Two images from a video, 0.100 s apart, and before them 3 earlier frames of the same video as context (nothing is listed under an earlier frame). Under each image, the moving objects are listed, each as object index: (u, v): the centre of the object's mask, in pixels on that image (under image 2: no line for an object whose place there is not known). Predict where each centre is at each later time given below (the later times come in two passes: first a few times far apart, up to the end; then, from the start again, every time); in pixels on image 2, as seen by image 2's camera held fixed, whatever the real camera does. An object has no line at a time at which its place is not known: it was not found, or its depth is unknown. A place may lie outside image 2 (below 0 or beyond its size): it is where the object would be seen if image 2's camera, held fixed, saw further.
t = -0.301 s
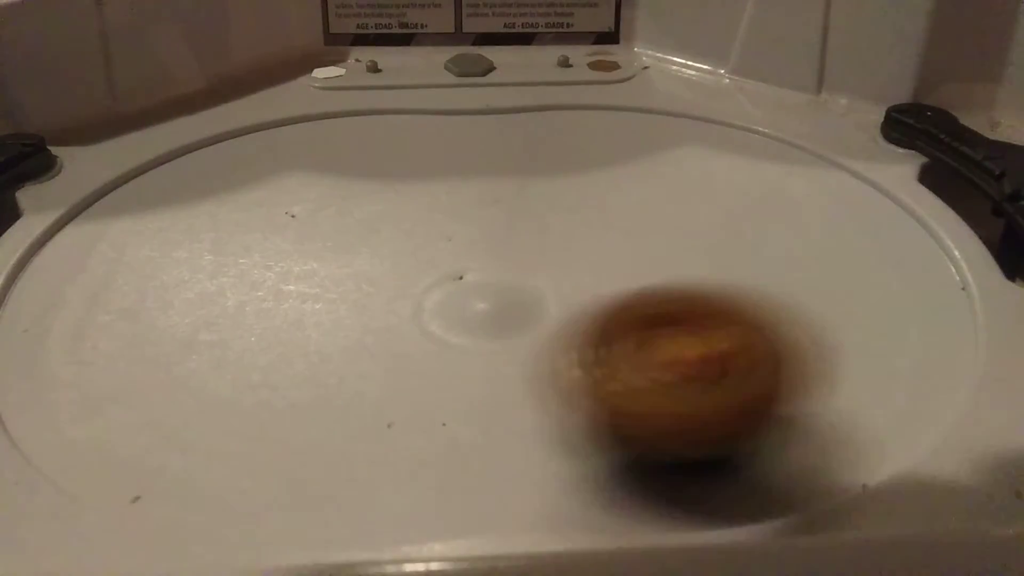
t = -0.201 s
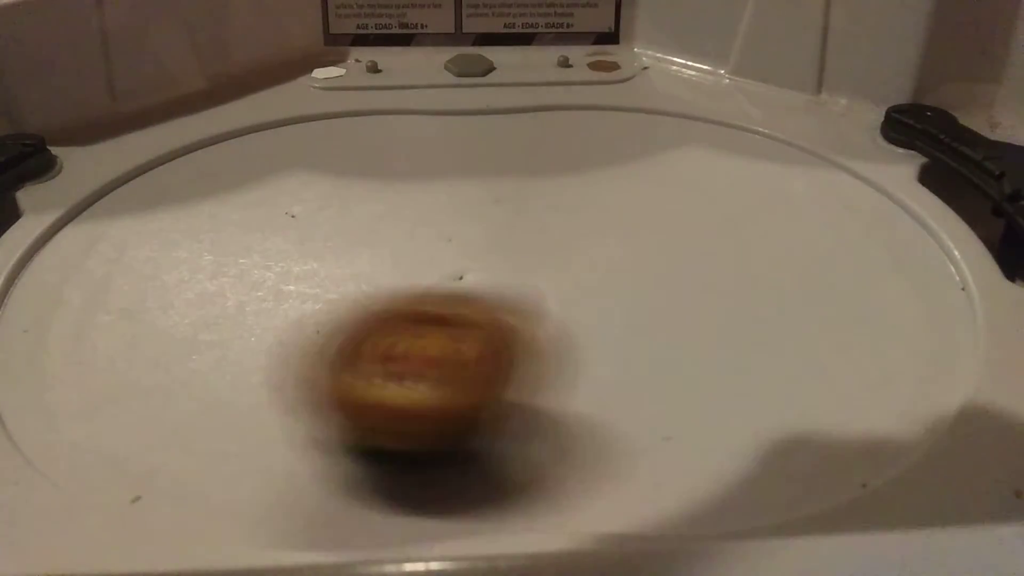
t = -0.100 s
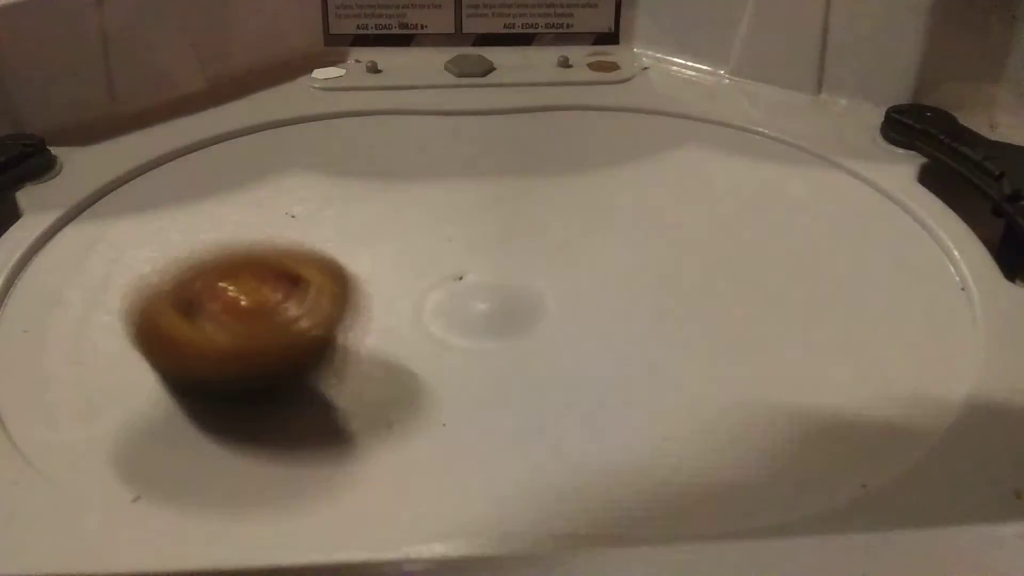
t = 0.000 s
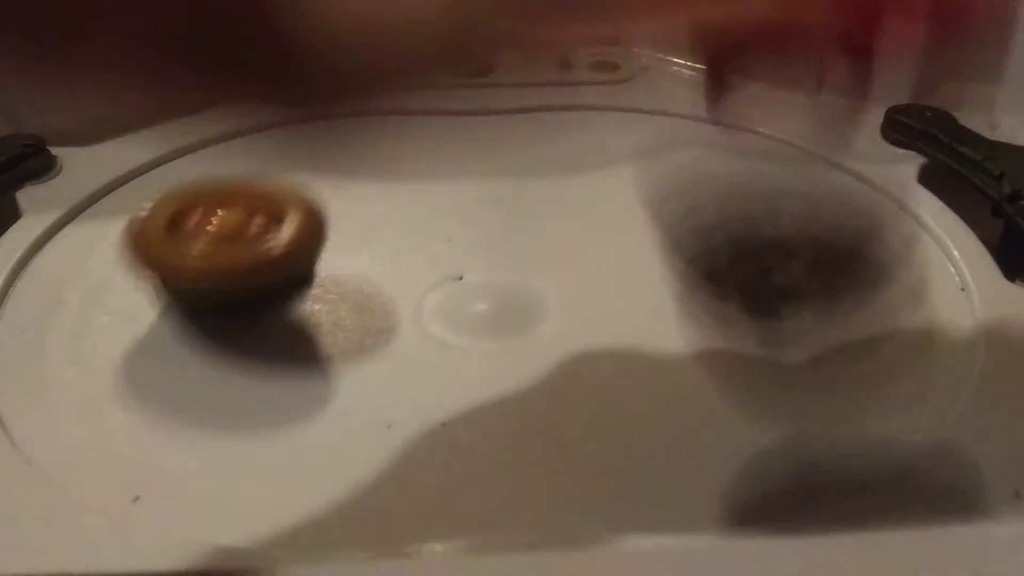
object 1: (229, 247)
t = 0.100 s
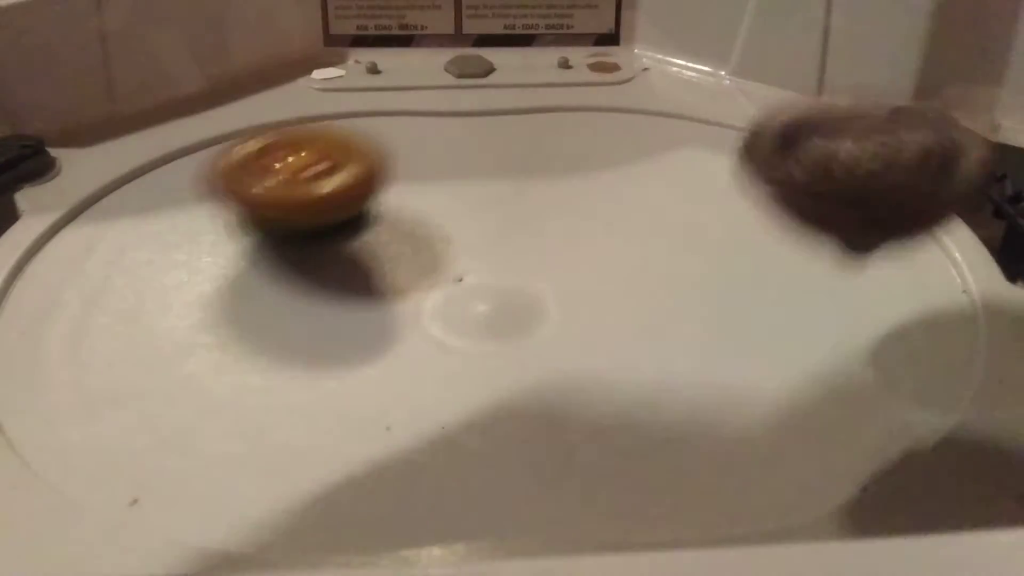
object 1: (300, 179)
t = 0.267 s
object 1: (487, 141)
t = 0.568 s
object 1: (643, 213)
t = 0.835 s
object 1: (508, 301)
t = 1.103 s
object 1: (346, 261)
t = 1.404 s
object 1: (320, 183)
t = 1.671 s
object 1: (470, 202)
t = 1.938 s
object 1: (411, 240)
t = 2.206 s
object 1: (327, 229)
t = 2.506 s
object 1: (443, 239)
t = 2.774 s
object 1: (383, 297)
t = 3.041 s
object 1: (384, 250)
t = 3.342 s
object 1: (452, 273)
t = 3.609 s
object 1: (452, 277)
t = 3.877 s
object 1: (386, 265)
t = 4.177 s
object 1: (358, 266)
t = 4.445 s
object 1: (384, 294)
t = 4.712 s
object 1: (410, 305)
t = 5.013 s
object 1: (479, 290)
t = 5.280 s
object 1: (550, 299)
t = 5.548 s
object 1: (620, 288)
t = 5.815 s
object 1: (656, 283)
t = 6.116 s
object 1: (596, 259)
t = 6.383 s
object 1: (526, 229)
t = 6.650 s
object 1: (441, 220)
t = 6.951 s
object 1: (422, 238)
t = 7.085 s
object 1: (431, 258)
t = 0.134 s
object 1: (334, 166)
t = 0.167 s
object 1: (370, 155)
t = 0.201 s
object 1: (407, 148)
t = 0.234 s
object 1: (448, 143)
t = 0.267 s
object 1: (487, 141)
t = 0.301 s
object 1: (529, 145)
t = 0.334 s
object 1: (574, 144)
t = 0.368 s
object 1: (612, 148)
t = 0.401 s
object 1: (611, 151)
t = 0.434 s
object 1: (611, 162)
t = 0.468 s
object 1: (617, 173)
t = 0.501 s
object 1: (627, 185)
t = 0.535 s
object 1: (638, 198)
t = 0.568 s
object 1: (643, 213)
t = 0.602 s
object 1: (644, 227)
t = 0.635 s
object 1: (641, 242)
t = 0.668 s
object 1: (632, 257)
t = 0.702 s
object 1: (618, 270)
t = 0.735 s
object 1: (598, 282)
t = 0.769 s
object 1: (574, 292)
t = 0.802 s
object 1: (542, 298)
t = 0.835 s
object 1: (508, 301)
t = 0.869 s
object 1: (471, 301)
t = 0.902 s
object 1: (436, 300)
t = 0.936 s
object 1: (405, 297)
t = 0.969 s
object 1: (381, 291)
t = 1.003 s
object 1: (365, 283)
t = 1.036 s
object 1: (354, 275)
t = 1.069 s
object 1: (348, 267)
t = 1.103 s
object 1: (346, 261)
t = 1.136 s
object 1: (345, 249)
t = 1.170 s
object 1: (349, 244)
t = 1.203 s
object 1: (336, 235)
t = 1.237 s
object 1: (310, 228)
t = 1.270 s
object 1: (297, 219)
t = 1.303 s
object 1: (295, 209)
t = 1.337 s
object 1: (299, 201)
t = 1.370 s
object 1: (308, 192)
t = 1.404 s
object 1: (320, 183)
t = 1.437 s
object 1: (334, 180)
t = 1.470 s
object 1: (352, 177)
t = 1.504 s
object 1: (370, 176)
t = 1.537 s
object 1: (390, 176)
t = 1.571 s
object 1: (409, 179)
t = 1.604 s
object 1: (430, 184)
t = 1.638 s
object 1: (451, 192)
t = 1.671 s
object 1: (470, 202)
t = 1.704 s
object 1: (486, 214)
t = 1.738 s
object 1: (496, 224)
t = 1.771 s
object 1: (496, 229)
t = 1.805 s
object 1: (489, 230)
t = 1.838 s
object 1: (473, 230)
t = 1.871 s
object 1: (448, 230)
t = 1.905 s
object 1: (424, 237)
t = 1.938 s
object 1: (411, 240)
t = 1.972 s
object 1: (406, 243)
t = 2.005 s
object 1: (390, 243)
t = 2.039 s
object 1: (367, 246)
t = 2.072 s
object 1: (352, 245)
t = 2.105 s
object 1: (342, 242)
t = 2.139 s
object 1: (333, 238)
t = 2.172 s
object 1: (327, 233)
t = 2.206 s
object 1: (327, 229)
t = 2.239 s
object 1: (330, 225)
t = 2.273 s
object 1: (336, 221)
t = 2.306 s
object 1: (345, 220)
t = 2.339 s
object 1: (359, 218)
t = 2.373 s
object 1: (376, 218)
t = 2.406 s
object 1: (396, 221)
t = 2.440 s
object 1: (415, 226)
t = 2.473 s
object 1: (433, 232)
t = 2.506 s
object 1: (443, 239)
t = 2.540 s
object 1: (443, 250)
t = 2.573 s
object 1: (438, 265)
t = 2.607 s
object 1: (435, 282)
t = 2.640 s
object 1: (432, 292)
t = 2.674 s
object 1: (425, 296)
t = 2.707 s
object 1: (413, 297)
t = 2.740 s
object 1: (397, 298)
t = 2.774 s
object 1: (383, 297)
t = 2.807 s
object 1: (370, 295)
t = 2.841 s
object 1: (354, 289)
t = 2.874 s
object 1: (344, 286)
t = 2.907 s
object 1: (342, 280)
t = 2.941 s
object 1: (347, 272)
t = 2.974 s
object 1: (358, 262)
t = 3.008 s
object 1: (372, 258)
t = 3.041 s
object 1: (384, 250)
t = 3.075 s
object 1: (399, 245)
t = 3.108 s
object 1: (416, 242)
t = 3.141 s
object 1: (430, 242)
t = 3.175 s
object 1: (434, 244)
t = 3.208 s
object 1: (430, 253)
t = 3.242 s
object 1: (427, 265)
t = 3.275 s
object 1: (433, 270)
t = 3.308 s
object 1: (442, 270)
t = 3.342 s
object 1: (452, 273)
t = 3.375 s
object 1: (453, 272)
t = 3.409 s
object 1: (450, 276)
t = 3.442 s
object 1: (445, 276)
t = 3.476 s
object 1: (442, 272)
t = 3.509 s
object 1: (440, 268)
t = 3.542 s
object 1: (442, 267)
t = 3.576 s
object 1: (447, 272)
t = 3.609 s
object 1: (452, 277)
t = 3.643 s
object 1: (452, 282)
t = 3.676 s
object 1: (450, 280)
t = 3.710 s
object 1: (441, 274)
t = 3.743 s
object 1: (425, 273)
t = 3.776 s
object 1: (413, 271)
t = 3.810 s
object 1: (406, 268)
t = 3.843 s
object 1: (398, 265)
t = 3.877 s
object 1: (386, 265)
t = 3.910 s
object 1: (378, 264)
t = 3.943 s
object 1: (373, 263)
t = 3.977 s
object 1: (367, 261)
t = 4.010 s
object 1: (364, 261)
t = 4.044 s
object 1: (363, 264)
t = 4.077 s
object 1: (361, 265)
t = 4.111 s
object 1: (358, 266)
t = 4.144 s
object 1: (357, 267)
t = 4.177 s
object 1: (358, 266)
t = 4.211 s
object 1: (361, 268)
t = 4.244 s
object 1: (363, 271)
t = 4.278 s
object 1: (365, 273)
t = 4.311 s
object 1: (370, 275)
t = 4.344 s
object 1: (373, 280)
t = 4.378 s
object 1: (377, 283)
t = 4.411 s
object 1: (381, 289)
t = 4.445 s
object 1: (384, 294)
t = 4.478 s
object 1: (386, 298)
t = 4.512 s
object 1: (387, 301)
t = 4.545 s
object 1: (388, 304)
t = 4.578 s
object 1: (392, 303)
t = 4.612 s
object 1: (397, 303)
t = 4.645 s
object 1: (401, 302)
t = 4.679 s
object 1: (406, 303)
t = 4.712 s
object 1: (410, 305)
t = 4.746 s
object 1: (414, 306)
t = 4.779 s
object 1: (419, 307)
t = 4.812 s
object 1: (425, 307)
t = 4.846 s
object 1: (432, 304)
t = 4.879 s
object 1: (442, 301)
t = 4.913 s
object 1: (451, 300)
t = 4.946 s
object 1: (460, 298)
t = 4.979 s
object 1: (469, 294)
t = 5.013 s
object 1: (479, 290)
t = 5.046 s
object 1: (492, 291)
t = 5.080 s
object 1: (504, 296)
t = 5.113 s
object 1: (514, 300)
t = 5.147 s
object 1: (522, 301)
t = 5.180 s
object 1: (528, 301)
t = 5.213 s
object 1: (534, 301)
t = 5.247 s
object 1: (542, 297)
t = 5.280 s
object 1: (550, 299)
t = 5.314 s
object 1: (558, 298)
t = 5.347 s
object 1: (569, 294)
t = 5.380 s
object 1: (578, 295)
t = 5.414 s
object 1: (588, 294)
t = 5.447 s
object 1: (598, 292)
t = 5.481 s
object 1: (608, 291)
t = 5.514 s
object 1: (614, 291)
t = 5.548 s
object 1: (620, 288)
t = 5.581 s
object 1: (626, 285)
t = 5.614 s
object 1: (633, 283)
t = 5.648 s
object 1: (641, 284)
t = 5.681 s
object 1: (648, 284)
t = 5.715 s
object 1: (652, 285)
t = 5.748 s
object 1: (655, 285)
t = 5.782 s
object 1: (657, 284)
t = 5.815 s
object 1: (656, 283)
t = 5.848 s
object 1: (654, 282)
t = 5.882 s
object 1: (650, 280)
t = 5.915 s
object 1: (646, 274)
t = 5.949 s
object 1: (641, 271)
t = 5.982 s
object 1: (634, 274)
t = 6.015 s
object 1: (627, 274)
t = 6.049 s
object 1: (617, 270)
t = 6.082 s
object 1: (607, 267)
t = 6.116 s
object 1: (596, 259)
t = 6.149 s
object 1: (587, 256)
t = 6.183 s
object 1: (577, 254)
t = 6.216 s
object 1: (566, 252)
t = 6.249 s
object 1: (555, 249)
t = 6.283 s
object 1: (542, 248)
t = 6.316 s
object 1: (535, 242)
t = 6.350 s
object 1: (532, 235)
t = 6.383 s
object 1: (526, 229)
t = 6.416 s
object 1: (516, 225)
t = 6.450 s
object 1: (501, 219)
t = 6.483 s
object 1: (481, 214)
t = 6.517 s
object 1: (468, 214)
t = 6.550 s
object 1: (462, 216)
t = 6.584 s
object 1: (453, 219)
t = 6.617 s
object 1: (443, 220)
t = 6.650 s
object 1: (441, 220)
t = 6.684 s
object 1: (445, 217)
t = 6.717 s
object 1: (456, 213)
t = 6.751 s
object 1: (472, 212)
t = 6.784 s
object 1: (481, 214)
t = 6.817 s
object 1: (482, 217)
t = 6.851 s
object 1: (475, 219)
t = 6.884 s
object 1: (460, 223)
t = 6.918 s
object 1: (439, 229)
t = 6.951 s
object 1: (422, 238)
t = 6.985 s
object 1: (414, 247)
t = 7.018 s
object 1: (417, 250)
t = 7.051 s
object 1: (425, 254)
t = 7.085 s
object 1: (431, 258)
